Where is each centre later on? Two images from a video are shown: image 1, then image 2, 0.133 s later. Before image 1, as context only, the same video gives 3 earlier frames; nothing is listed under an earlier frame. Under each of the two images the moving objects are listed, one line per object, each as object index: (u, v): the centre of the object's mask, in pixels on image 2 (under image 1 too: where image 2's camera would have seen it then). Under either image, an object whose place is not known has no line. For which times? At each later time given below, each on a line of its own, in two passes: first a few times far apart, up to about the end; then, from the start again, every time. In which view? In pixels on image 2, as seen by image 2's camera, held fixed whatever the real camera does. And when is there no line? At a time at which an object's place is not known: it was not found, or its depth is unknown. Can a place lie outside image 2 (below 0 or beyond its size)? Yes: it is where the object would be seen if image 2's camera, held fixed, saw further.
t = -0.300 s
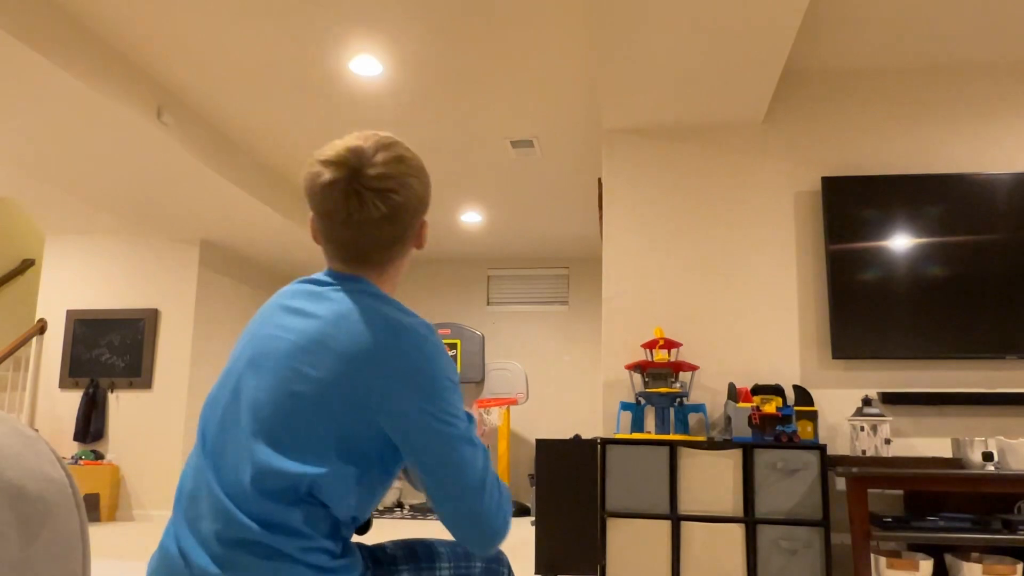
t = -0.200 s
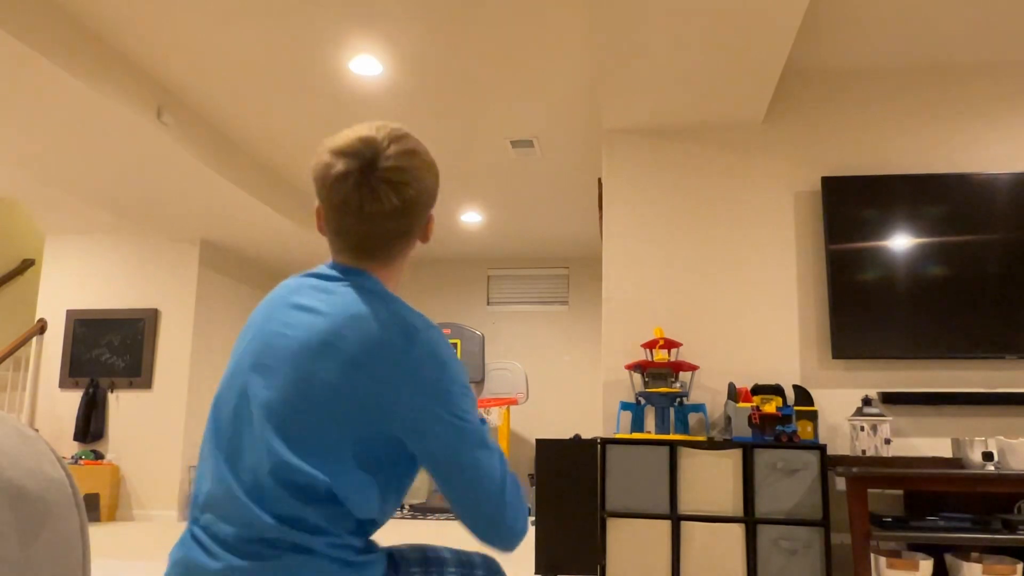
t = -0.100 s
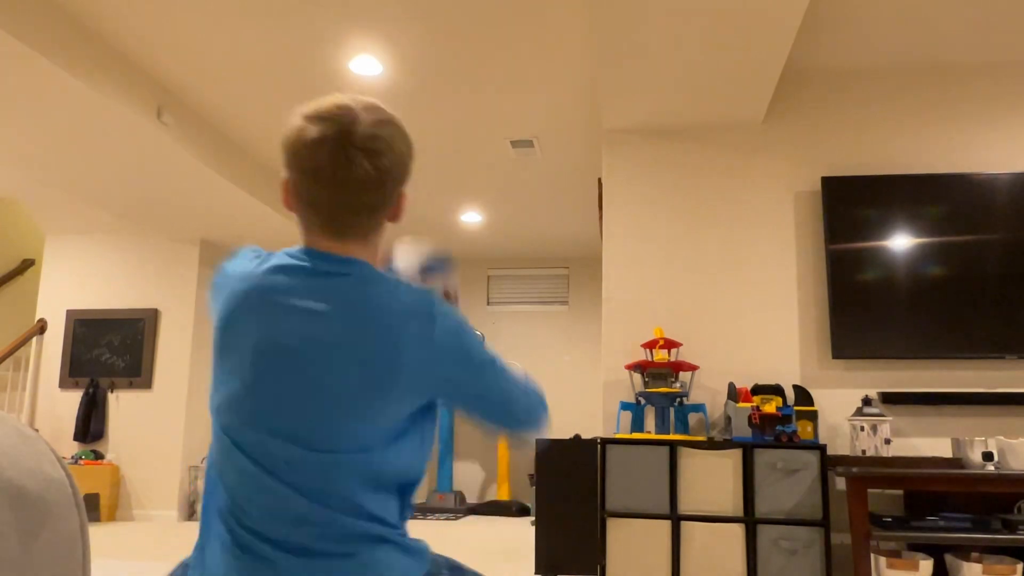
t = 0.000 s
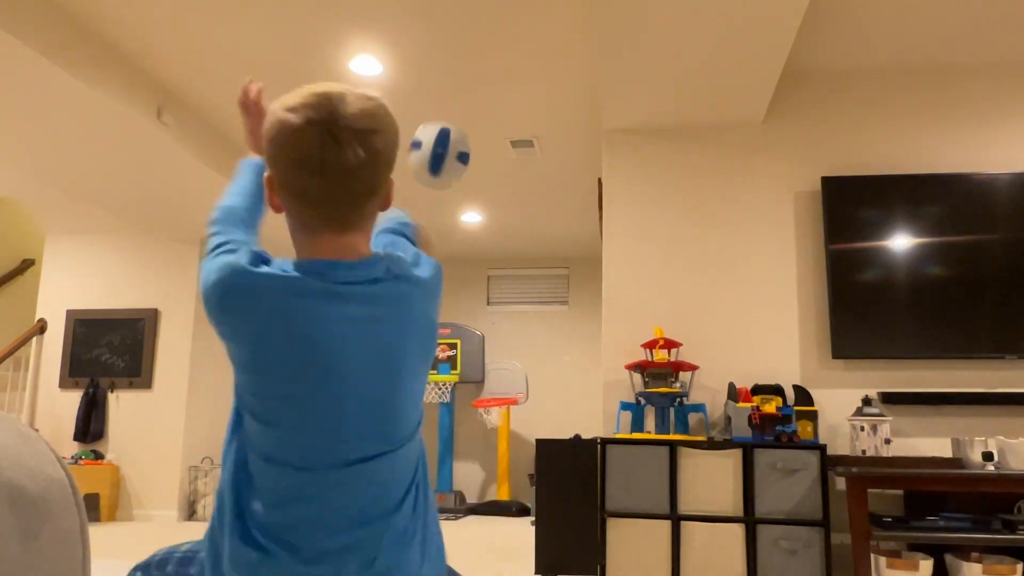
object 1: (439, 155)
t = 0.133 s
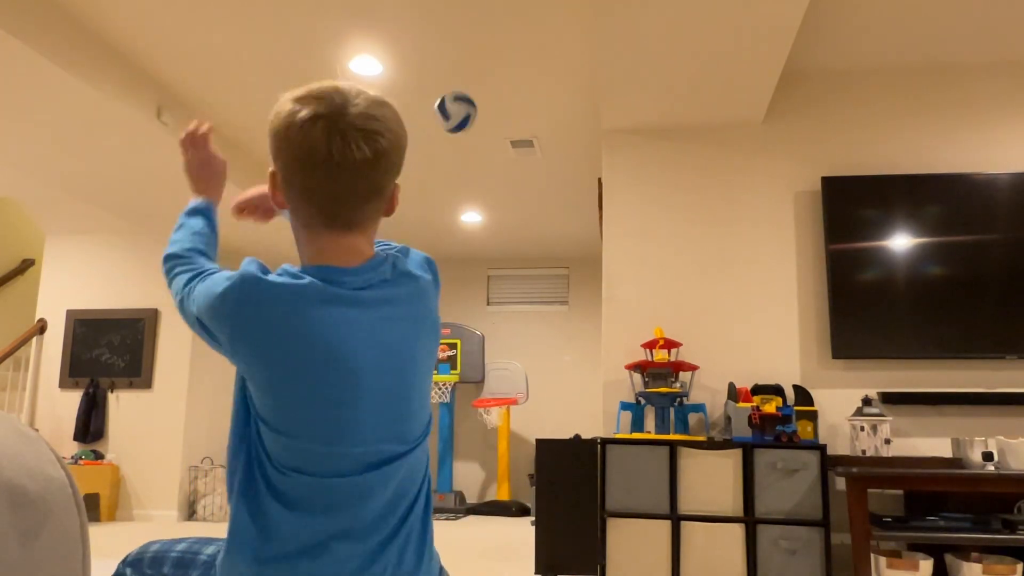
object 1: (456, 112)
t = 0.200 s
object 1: (461, 113)
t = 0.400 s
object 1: (471, 158)
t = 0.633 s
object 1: (478, 245)
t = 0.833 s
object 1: (481, 339)
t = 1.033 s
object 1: (496, 413)
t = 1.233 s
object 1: (484, 417)
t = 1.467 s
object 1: (472, 468)
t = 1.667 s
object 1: (469, 484)
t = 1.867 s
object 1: (476, 464)
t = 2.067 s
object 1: (481, 488)
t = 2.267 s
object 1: (467, 489)
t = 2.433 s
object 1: (479, 488)
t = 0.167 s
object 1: (459, 111)
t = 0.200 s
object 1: (461, 113)
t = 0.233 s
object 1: (463, 118)
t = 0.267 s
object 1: (464, 124)
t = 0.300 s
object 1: (465, 131)
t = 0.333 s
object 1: (467, 138)
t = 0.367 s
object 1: (469, 147)
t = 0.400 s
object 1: (471, 158)
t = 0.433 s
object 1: (472, 169)
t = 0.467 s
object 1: (472, 180)
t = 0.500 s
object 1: (473, 192)
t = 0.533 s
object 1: (475, 203)
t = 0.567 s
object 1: (474, 218)
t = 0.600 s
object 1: (476, 231)
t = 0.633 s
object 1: (478, 245)
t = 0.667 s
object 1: (478, 260)
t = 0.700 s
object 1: (479, 275)
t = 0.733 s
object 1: (478, 291)
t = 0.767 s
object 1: (479, 307)
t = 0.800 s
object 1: (480, 322)
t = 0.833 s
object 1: (481, 339)
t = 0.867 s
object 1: (481, 357)
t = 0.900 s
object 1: (481, 376)
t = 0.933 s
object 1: (481, 393)
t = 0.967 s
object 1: (488, 400)
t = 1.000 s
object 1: (495, 411)
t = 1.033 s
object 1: (496, 413)
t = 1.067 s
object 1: (495, 415)
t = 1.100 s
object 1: (493, 414)
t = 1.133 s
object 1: (491, 414)
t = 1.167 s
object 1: (489, 414)
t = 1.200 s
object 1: (489, 414)
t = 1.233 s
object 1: (484, 417)
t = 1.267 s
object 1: (483, 419)
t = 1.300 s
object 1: (480, 424)
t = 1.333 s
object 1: (479, 431)
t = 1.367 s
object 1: (477, 439)
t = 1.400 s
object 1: (475, 448)
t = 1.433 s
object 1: (473, 457)
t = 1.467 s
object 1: (472, 468)
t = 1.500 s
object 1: (470, 481)
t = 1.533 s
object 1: (468, 494)
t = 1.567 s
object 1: (465, 508)
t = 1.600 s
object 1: (467, 501)
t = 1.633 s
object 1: (468, 492)
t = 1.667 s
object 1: (469, 484)
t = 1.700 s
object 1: (471, 478)
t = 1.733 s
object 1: (472, 472)
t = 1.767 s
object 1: (473, 468)
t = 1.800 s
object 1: (474, 465)
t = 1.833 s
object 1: (475, 464)
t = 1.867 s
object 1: (476, 464)
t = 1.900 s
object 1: (477, 464)
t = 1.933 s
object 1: (478, 466)
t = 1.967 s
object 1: (479, 470)
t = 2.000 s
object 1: (479, 475)
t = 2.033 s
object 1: (480, 480)
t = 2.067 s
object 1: (481, 488)
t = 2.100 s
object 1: (482, 495)
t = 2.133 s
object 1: (479, 494)
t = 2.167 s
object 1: (476, 491)
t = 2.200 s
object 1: (471, 489)
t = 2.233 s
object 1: (469, 489)
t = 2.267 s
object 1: (467, 489)
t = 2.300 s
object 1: (469, 486)
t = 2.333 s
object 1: (471, 485)
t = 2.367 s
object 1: (473, 485)
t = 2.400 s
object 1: (476, 486)
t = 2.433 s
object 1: (479, 488)
